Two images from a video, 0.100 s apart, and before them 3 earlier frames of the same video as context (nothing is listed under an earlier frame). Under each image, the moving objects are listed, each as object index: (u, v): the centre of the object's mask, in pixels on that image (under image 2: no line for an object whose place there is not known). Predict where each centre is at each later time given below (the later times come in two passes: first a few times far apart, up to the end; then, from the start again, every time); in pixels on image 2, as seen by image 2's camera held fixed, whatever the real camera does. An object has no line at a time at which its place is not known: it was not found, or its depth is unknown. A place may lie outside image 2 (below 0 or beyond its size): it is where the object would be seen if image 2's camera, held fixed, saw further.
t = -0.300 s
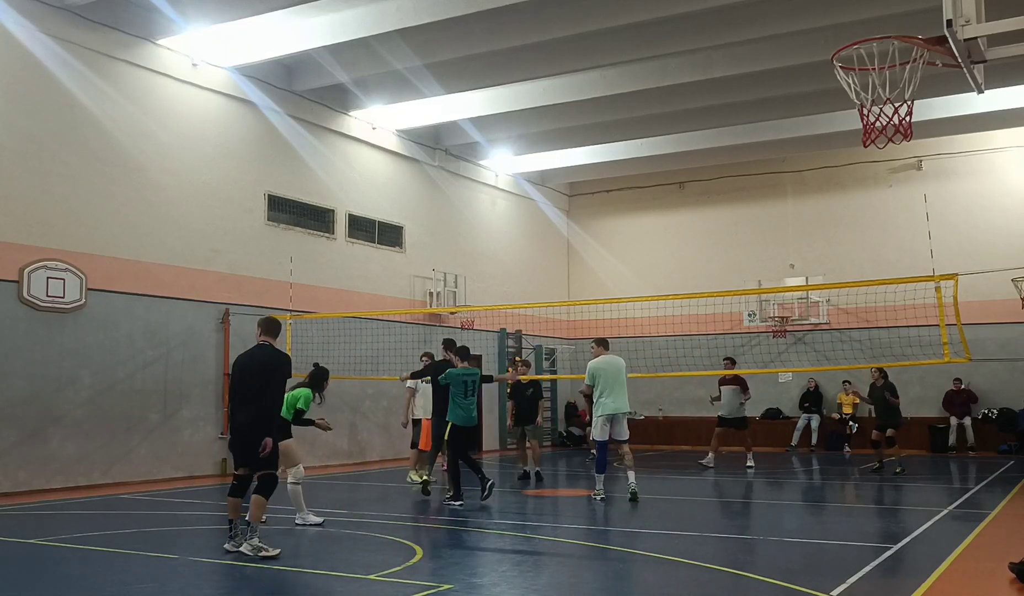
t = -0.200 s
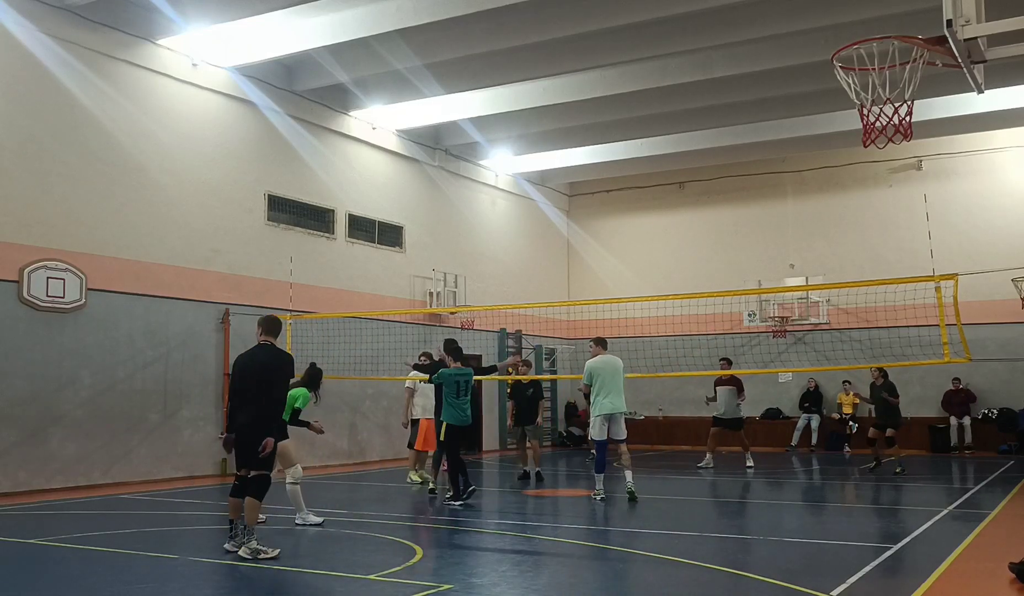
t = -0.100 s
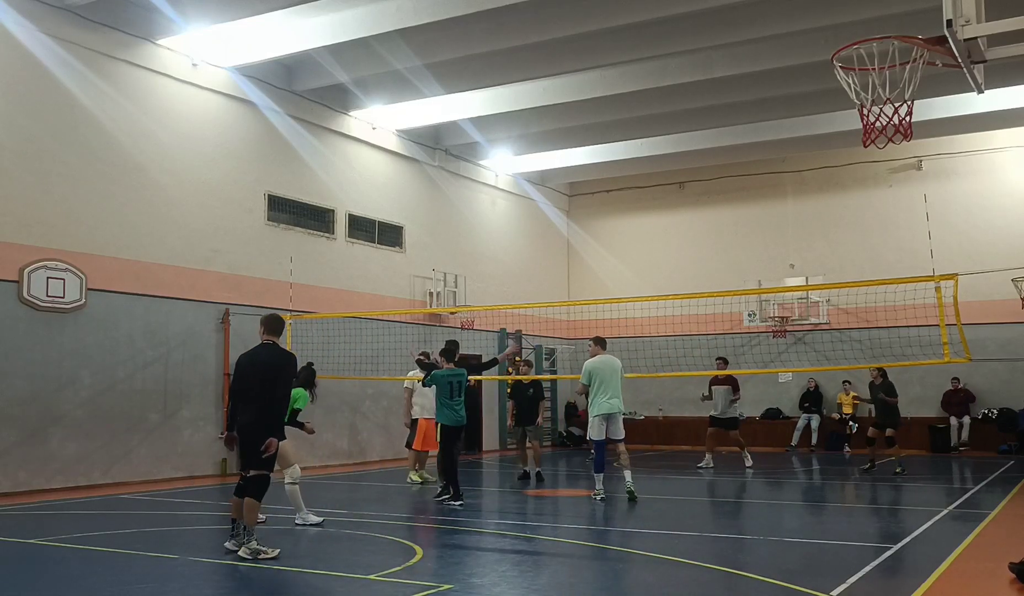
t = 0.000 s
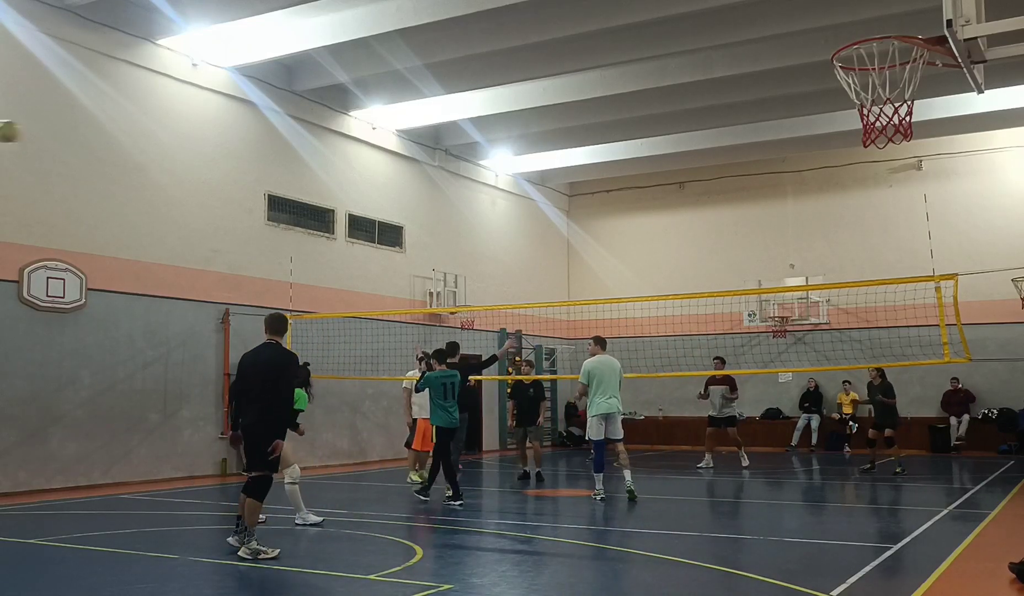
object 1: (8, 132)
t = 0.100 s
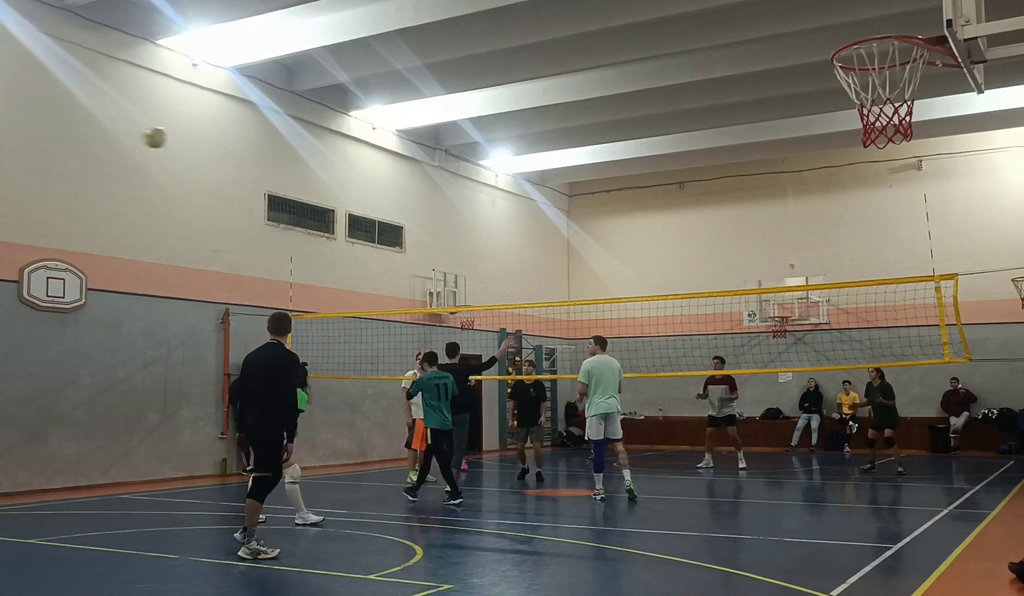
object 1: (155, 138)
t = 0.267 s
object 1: (356, 171)
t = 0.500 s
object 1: (562, 256)
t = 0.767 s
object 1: (673, 294)
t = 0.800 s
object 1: (681, 298)
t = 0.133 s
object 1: (196, 142)
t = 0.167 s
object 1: (243, 147)
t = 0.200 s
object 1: (278, 154)
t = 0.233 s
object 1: (315, 162)
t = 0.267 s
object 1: (356, 171)
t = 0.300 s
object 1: (387, 180)
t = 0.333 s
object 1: (421, 192)
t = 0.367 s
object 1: (452, 203)
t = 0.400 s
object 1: (481, 214)
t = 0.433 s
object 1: (512, 229)
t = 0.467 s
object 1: (537, 241)
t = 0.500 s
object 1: (562, 256)
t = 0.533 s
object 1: (588, 271)
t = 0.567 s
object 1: (610, 285)
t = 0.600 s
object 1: (629, 297)
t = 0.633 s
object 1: (639, 296)
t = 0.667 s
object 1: (647, 294)
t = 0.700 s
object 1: (655, 293)
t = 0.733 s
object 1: (665, 293)
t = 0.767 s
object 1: (673, 294)
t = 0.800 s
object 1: (681, 298)
